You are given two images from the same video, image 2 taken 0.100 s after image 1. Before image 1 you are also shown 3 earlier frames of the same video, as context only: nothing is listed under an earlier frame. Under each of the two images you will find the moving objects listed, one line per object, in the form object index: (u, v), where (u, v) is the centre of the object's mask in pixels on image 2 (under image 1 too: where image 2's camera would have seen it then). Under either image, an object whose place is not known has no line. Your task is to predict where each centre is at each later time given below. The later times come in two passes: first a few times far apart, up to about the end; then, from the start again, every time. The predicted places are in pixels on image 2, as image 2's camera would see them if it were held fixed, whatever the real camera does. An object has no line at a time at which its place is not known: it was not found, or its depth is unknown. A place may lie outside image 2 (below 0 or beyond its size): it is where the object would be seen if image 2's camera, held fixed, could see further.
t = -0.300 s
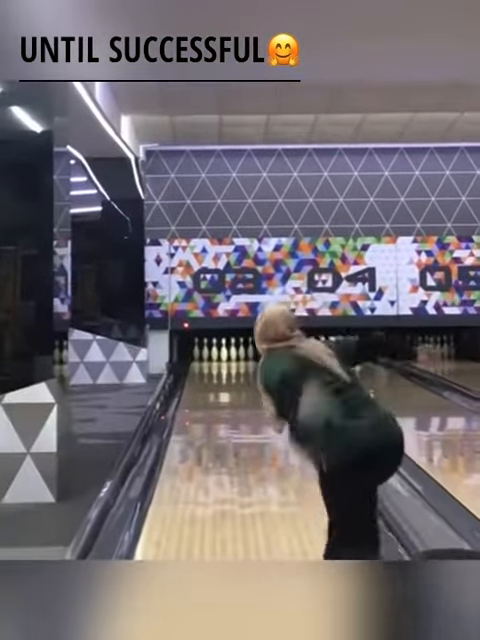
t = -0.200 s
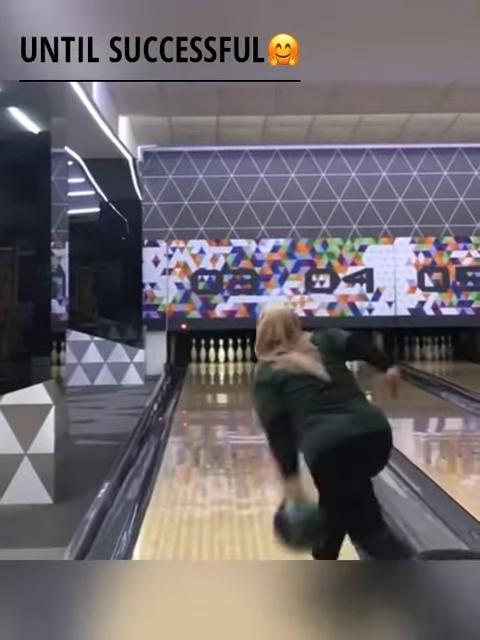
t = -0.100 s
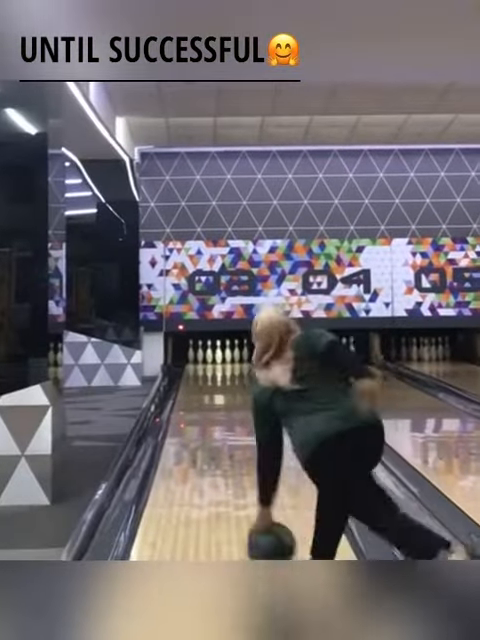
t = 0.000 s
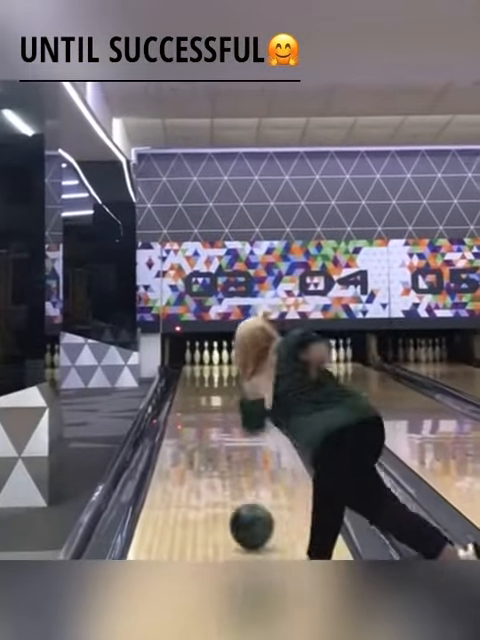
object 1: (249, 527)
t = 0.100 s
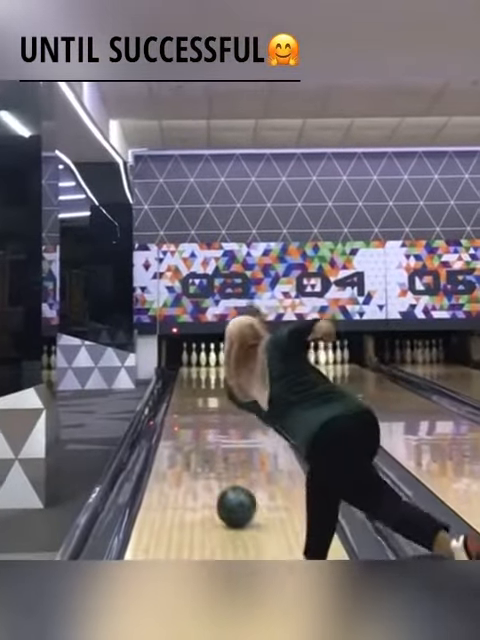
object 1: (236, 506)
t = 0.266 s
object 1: (220, 479)
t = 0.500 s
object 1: (206, 450)
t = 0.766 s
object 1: (197, 426)
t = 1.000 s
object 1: (192, 410)
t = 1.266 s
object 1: (188, 398)
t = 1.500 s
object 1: (186, 389)
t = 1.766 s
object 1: (187, 378)
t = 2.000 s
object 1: (190, 372)
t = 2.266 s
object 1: (195, 367)
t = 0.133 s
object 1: (233, 500)
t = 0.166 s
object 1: (229, 494)
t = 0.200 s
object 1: (226, 489)
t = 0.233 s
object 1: (223, 483)
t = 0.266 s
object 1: (220, 479)
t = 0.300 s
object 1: (217, 474)
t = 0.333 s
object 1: (215, 469)
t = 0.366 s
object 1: (213, 465)
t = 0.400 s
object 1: (211, 460)
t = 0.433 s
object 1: (209, 457)
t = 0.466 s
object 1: (207, 453)
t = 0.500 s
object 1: (206, 450)
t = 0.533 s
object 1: (204, 447)
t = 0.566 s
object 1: (203, 443)
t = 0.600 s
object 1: (201, 440)
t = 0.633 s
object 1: (200, 437)
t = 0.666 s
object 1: (199, 434)
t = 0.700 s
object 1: (198, 430)
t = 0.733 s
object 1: (197, 428)
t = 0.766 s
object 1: (197, 426)
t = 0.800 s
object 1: (195, 424)
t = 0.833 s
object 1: (194, 421)
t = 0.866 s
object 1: (194, 419)
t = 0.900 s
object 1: (193, 417)
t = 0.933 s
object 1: (193, 415)
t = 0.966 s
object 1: (192, 413)
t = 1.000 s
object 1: (192, 410)
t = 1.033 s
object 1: (191, 409)
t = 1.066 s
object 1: (191, 407)
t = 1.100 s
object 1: (190, 405)
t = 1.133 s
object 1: (190, 403)
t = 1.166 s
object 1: (189, 402)
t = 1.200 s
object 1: (189, 400)
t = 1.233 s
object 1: (188, 399)
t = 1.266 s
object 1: (188, 398)
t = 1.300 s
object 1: (188, 397)
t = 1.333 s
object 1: (188, 396)
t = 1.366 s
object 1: (188, 394)
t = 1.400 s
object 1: (187, 393)
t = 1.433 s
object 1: (185, 391)
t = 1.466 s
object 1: (186, 389)
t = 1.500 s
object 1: (186, 389)
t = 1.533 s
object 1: (186, 388)
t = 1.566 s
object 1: (186, 385)
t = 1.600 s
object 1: (186, 384)
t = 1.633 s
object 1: (186, 382)
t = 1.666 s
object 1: (186, 380)
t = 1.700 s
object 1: (186, 380)
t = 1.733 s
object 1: (186, 379)
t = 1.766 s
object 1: (187, 378)
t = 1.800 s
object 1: (188, 377)
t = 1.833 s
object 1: (188, 376)
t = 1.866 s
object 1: (188, 375)
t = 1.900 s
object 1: (188, 375)
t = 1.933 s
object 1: (188, 374)
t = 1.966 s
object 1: (189, 374)
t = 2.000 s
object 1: (190, 372)
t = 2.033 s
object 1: (190, 372)
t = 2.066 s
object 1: (192, 371)
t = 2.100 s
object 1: (192, 370)
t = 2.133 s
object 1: (194, 369)
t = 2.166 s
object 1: (194, 368)
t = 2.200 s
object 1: (195, 367)
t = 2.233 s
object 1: (195, 367)
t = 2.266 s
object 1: (195, 367)
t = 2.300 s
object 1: (196, 366)
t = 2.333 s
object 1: (197, 366)
